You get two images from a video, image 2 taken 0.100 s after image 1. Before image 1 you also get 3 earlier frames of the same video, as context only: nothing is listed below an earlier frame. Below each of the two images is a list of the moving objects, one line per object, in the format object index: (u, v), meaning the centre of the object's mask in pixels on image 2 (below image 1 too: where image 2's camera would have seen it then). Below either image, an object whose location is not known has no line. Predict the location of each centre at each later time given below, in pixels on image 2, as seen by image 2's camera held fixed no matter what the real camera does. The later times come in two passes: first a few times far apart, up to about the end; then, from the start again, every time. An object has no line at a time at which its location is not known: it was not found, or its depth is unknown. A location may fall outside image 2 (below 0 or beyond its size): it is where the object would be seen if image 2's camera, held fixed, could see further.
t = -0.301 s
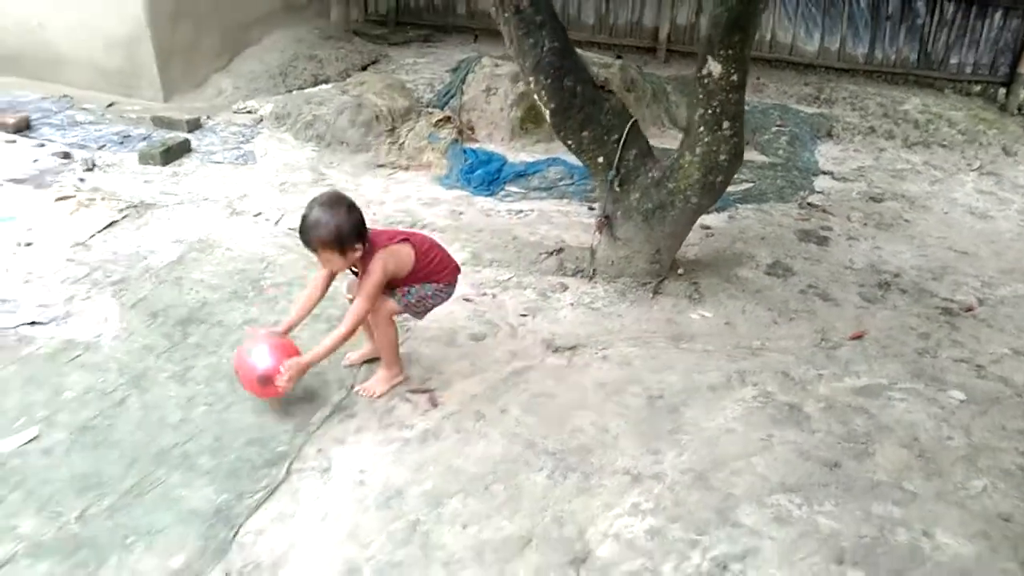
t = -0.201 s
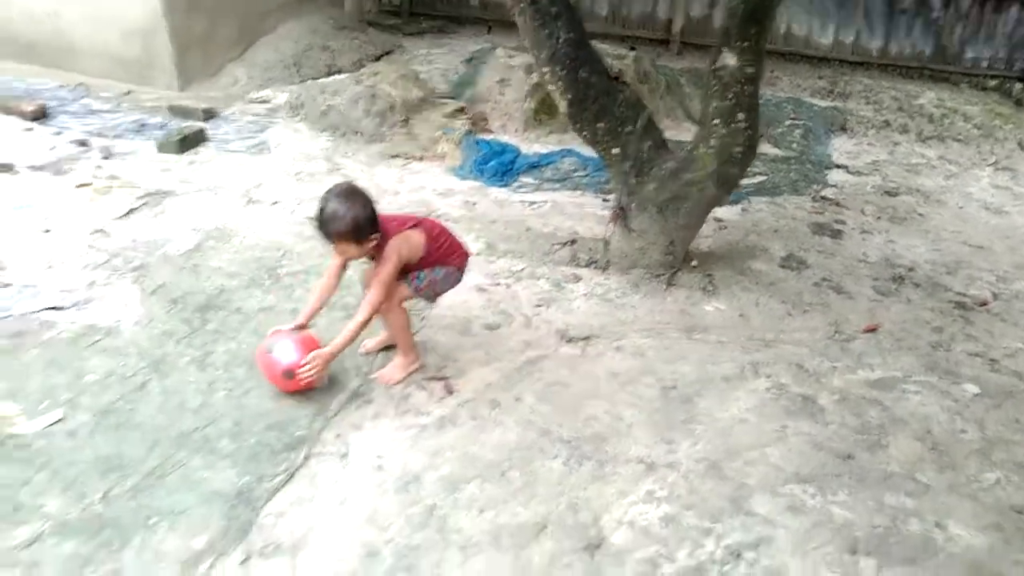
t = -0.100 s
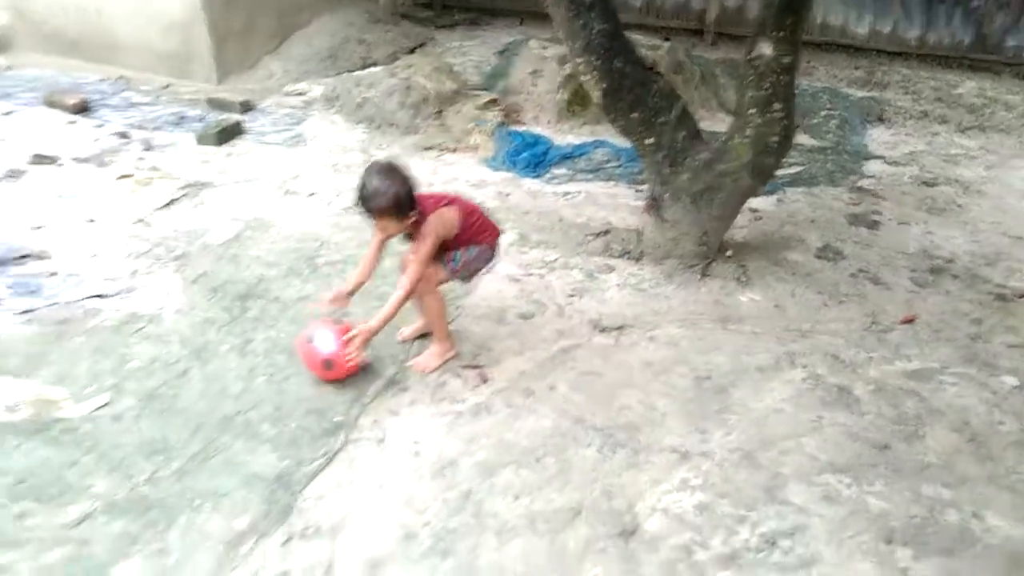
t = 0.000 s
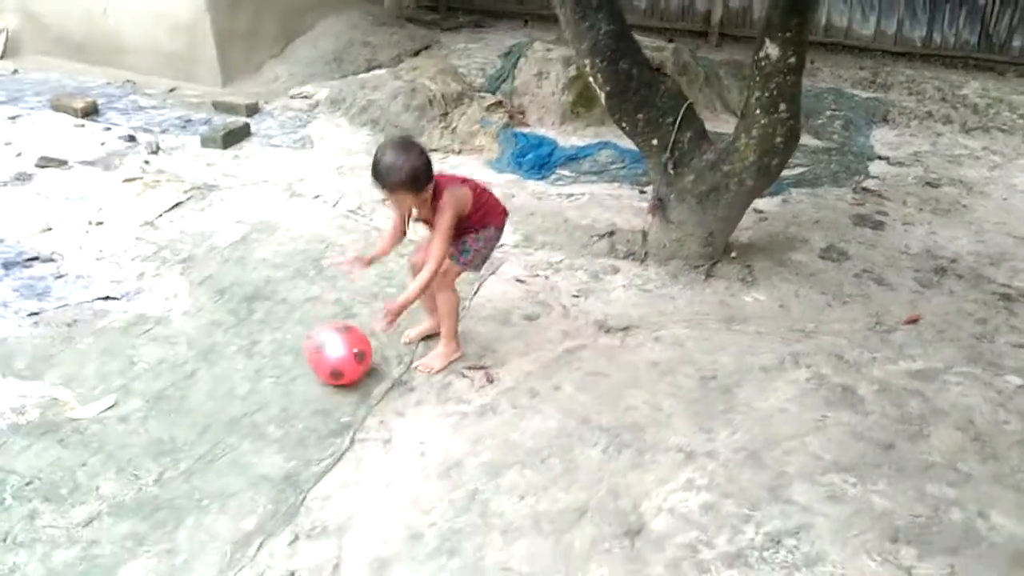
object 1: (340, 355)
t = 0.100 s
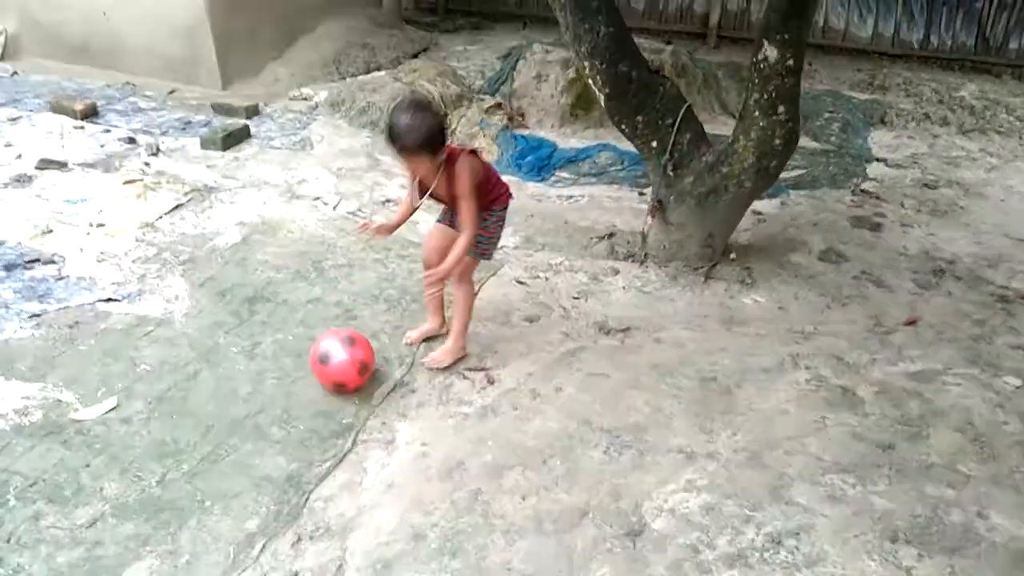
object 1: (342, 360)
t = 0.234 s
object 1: (342, 364)
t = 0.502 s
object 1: (342, 377)
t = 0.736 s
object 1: (344, 393)
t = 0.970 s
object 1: (349, 417)
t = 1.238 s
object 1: (371, 447)
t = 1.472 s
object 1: (390, 472)
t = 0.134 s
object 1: (342, 361)
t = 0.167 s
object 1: (342, 362)
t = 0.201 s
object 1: (342, 363)
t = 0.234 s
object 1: (342, 364)
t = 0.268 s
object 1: (342, 366)
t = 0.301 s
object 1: (342, 367)
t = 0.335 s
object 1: (342, 369)
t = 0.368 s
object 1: (342, 370)
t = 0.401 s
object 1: (342, 372)
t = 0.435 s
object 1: (341, 373)
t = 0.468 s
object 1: (342, 375)
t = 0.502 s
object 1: (342, 377)
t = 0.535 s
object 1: (342, 379)
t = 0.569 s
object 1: (342, 381)
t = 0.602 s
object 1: (342, 383)
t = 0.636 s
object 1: (342, 386)
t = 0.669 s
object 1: (343, 388)
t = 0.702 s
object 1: (343, 391)
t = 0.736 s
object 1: (344, 393)
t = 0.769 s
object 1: (344, 397)
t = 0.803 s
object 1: (345, 400)
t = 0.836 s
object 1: (345, 403)
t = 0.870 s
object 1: (346, 406)
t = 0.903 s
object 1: (346, 410)
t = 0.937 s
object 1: (348, 413)
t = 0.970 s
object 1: (349, 417)
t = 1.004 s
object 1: (351, 420)
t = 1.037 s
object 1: (353, 424)
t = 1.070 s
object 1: (356, 429)
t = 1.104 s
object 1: (359, 433)
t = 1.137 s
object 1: (361, 436)
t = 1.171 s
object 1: (365, 439)
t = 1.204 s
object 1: (368, 443)
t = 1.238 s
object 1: (371, 447)
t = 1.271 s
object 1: (374, 449)
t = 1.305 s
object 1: (377, 453)
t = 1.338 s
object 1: (380, 456)
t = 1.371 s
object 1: (382, 460)
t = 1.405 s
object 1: (384, 463)
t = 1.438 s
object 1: (387, 467)
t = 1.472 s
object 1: (390, 472)
